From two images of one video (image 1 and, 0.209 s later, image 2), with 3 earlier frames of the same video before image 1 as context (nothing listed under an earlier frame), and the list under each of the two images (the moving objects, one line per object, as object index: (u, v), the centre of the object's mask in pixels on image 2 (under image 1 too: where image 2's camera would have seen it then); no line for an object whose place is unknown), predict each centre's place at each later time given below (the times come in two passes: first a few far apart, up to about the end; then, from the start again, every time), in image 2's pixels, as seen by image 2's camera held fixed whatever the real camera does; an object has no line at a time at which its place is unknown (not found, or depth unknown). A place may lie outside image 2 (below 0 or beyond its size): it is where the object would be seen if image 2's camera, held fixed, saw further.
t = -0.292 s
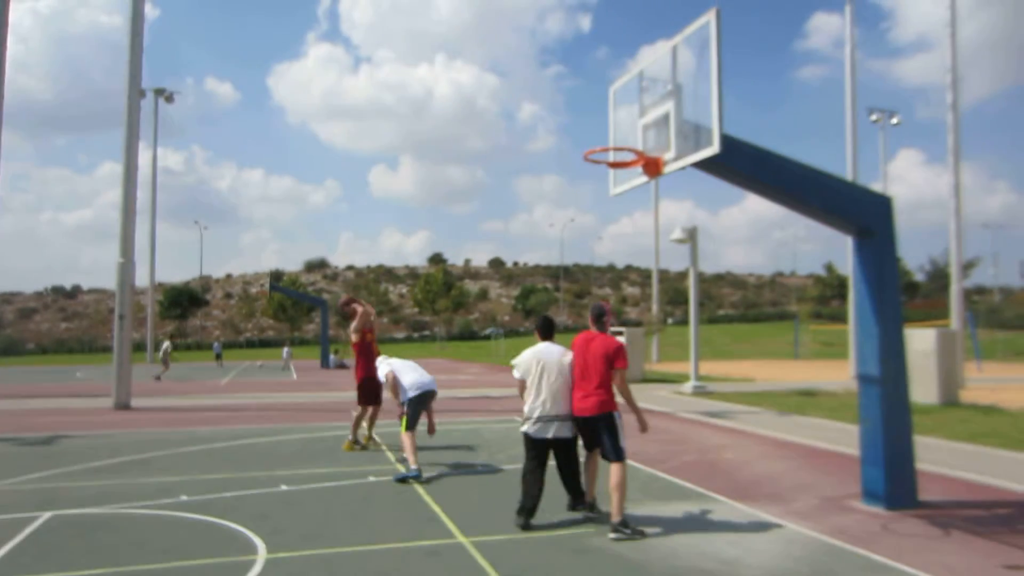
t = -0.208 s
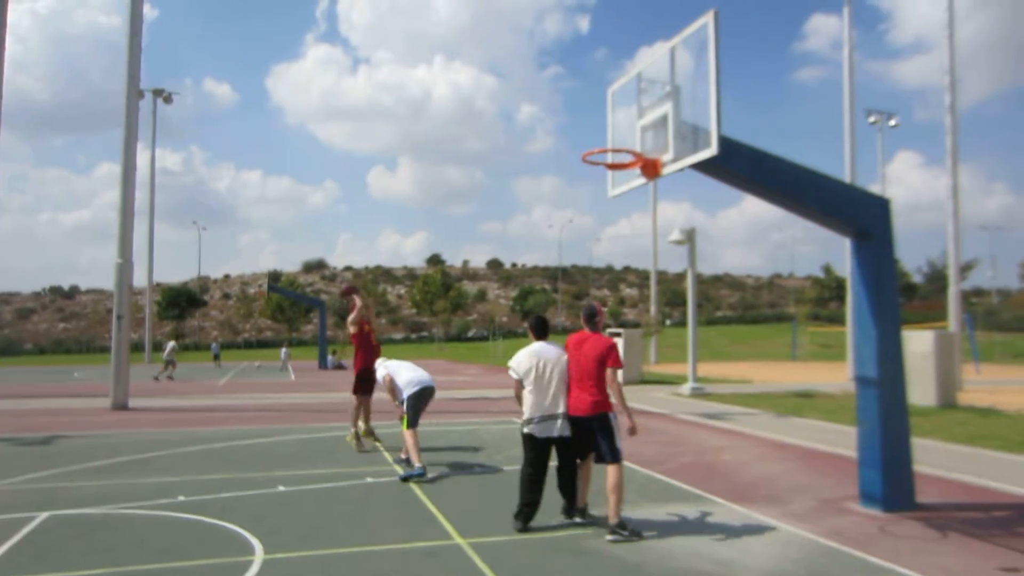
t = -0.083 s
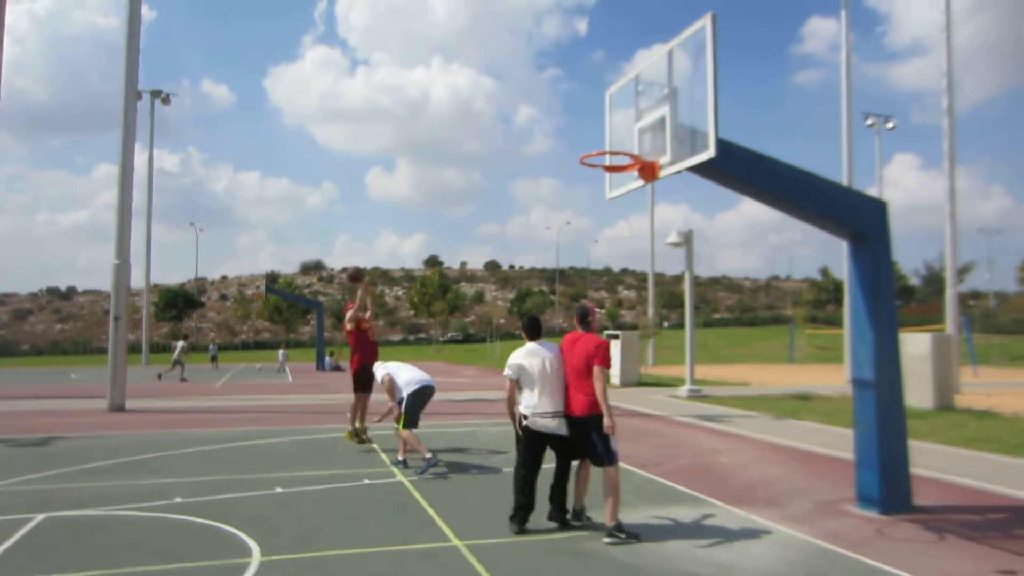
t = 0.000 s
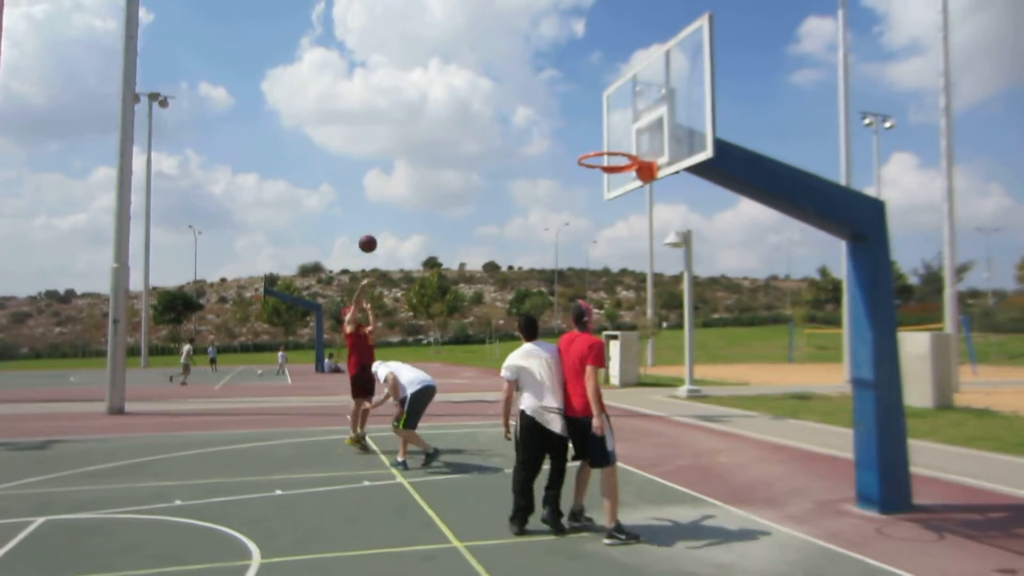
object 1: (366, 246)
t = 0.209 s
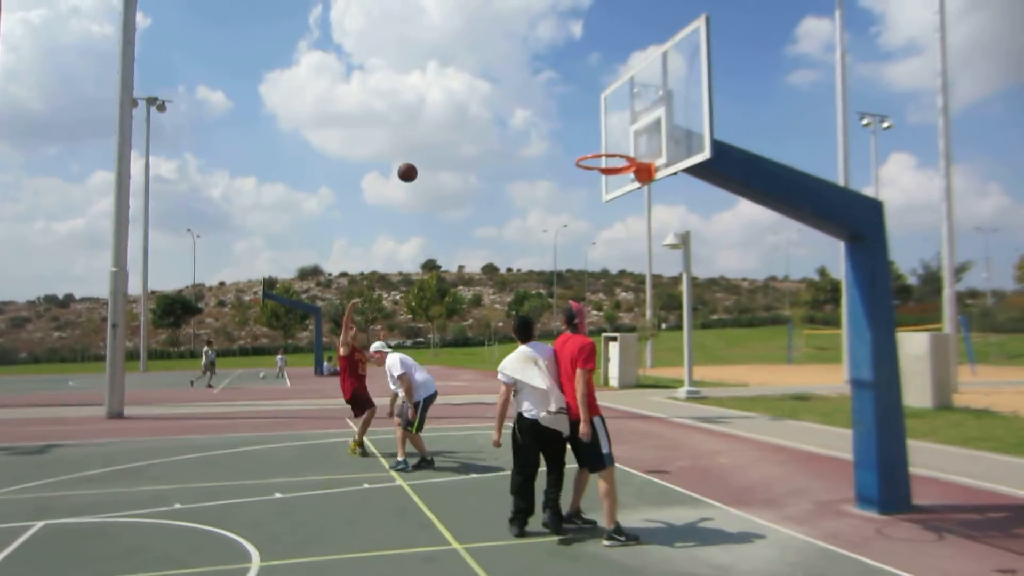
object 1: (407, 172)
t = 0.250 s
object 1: (416, 160)
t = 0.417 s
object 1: (454, 121)
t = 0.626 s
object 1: (512, 102)
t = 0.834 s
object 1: (583, 124)
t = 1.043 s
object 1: (562, 135)
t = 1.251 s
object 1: (445, 136)
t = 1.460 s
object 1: (329, 189)
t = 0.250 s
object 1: (416, 160)
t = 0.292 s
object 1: (425, 149)
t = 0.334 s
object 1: (435, 138)
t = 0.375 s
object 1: (444, 129)
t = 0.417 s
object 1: (454, 121)
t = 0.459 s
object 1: (465, 115)
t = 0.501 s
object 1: (476, 110)
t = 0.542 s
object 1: (487, 106)
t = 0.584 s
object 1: (499, 103)
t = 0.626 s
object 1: (512, 102)
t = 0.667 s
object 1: (525, 103)
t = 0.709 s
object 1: (539, 105)
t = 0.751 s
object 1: (553, 109)
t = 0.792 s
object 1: (568, 116)
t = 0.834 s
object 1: (583, 124)
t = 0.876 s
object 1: (601, 136)
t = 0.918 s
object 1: (619, 146)
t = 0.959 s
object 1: (609, 145)
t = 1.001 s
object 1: (586, 140)
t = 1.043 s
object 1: (562, 135)
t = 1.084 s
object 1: (539, 131)
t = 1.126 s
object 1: (515, 129)
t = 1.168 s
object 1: (492, 129)
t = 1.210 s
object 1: (468, 132)
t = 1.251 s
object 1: (445, 136)
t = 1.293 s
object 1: (421, 142)
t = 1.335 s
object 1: (398, 151)
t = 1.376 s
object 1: (375, 161)
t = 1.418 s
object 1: (352, 174)
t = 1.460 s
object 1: (329, 189)
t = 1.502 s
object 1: (305, 205)
